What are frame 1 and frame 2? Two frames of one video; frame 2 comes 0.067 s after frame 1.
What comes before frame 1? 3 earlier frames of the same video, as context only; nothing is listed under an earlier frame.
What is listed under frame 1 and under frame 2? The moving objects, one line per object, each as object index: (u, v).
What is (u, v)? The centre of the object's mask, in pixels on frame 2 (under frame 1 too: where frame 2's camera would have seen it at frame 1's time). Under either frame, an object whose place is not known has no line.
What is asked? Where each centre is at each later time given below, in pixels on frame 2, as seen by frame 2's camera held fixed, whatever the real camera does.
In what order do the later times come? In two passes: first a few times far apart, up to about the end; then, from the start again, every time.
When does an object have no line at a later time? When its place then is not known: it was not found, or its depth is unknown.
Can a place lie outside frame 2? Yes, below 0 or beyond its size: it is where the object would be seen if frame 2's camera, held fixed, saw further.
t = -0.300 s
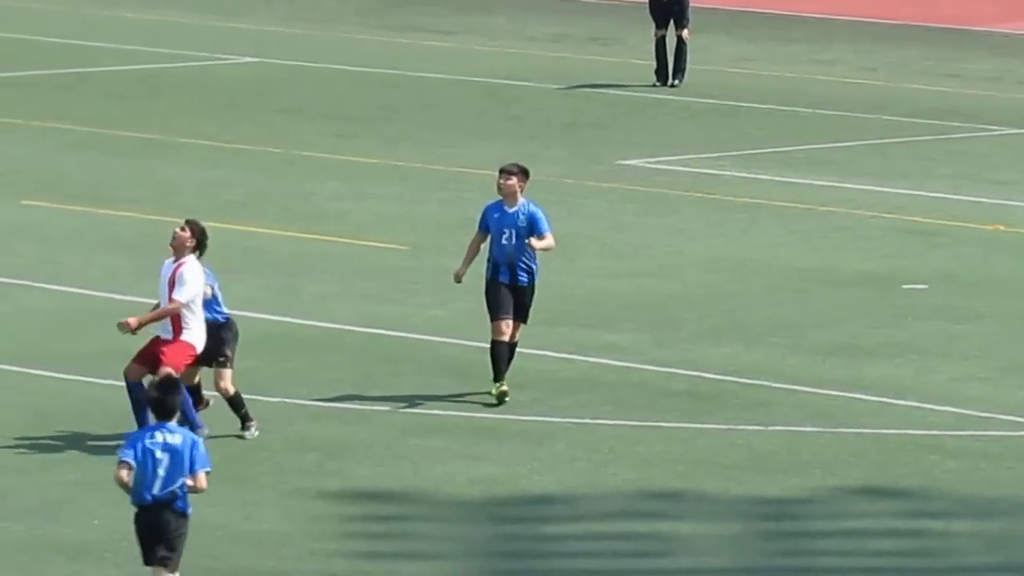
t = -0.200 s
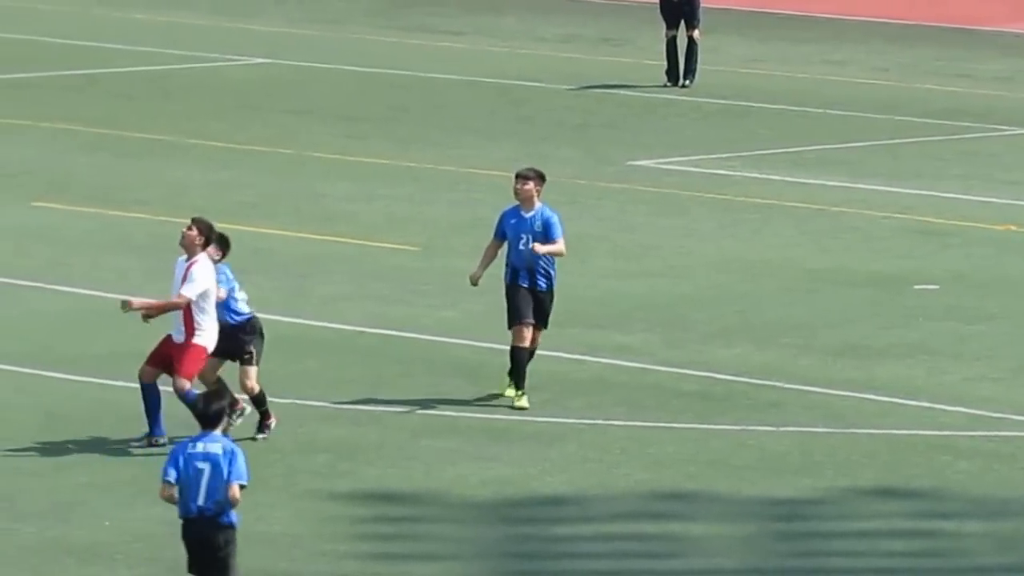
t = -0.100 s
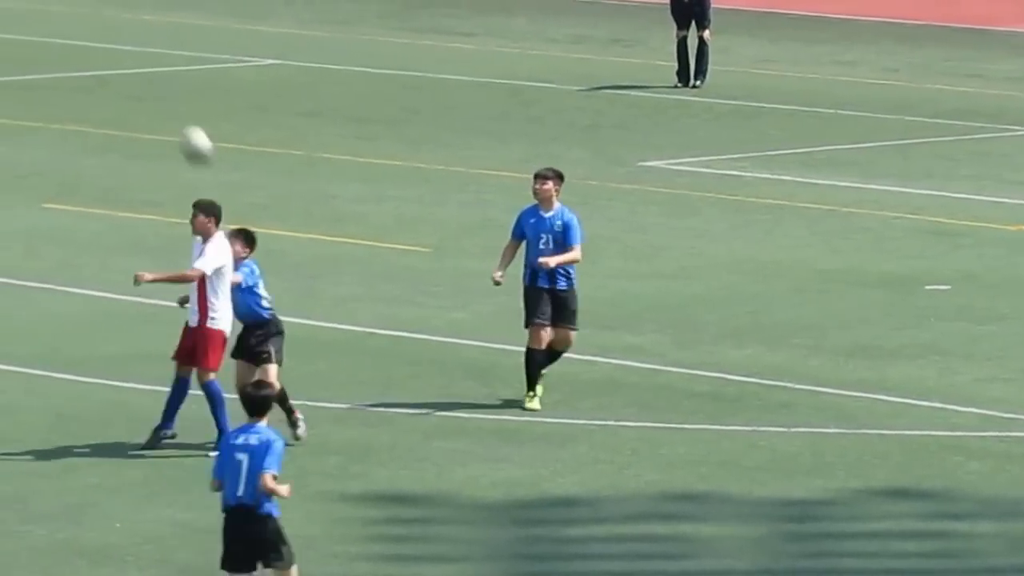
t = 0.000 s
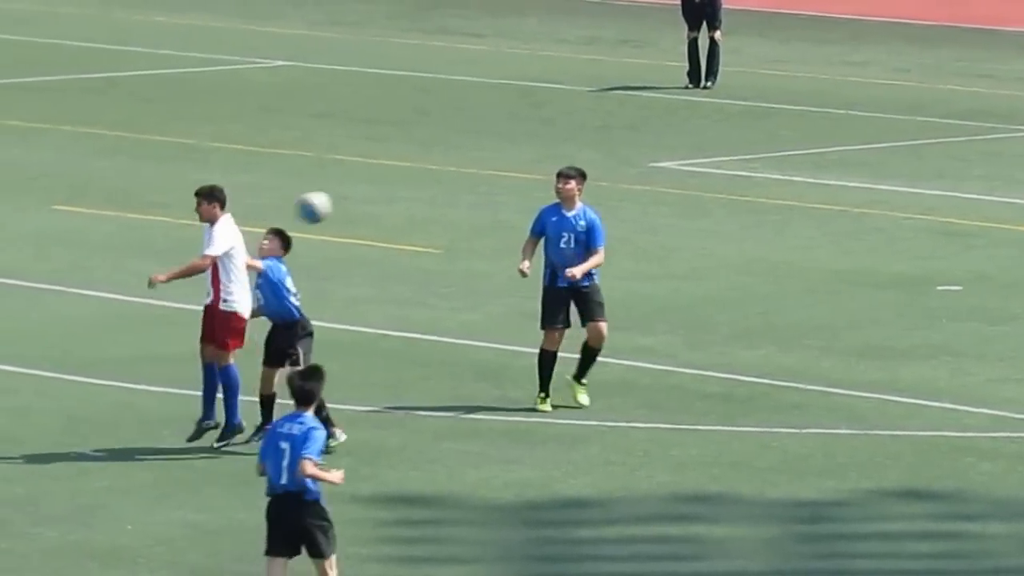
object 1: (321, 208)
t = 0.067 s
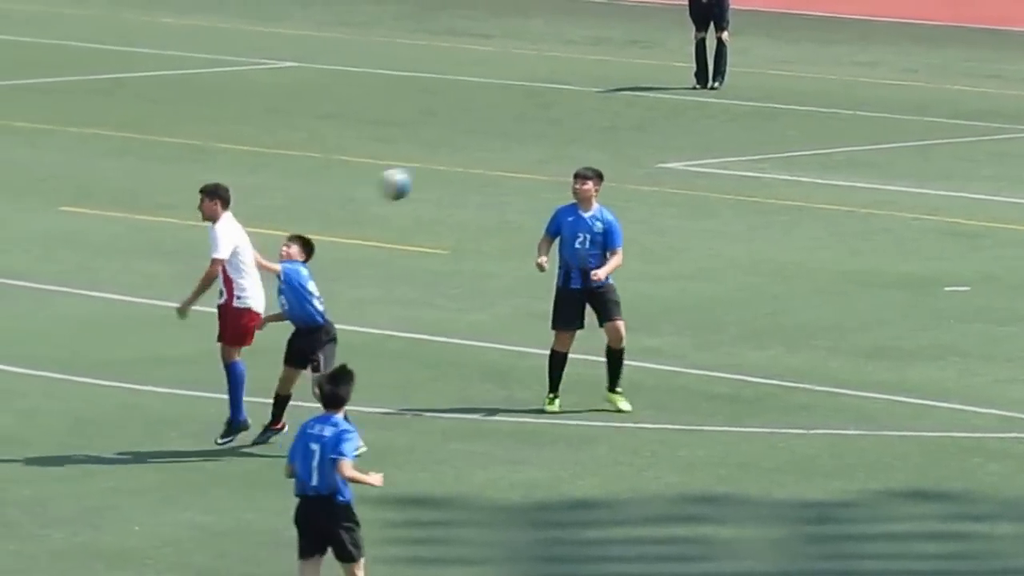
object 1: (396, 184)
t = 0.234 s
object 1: (580, 152)
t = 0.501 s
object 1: (864, 191)
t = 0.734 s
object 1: (1105, 309)
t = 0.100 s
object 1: (433, 174)
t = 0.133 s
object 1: (469, 166)
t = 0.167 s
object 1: (506, 160)
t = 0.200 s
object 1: (542, 155)
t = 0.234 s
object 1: (580, 152)
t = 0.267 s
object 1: (616, 152)
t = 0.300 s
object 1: (652, 153)
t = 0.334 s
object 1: (689, 154)
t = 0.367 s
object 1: (724, 158)
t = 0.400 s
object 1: (758, 164)
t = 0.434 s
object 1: (793, 172)
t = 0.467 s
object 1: (829, 180)
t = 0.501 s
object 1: (864, 191)
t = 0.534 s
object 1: (898, 204)
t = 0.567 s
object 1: (932, 217)
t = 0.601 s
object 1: (967, 232)
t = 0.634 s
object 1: (1001, 250)
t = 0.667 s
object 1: (1036, 268)
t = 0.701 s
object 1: (1071, 288)
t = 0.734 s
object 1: (1105, 309)
